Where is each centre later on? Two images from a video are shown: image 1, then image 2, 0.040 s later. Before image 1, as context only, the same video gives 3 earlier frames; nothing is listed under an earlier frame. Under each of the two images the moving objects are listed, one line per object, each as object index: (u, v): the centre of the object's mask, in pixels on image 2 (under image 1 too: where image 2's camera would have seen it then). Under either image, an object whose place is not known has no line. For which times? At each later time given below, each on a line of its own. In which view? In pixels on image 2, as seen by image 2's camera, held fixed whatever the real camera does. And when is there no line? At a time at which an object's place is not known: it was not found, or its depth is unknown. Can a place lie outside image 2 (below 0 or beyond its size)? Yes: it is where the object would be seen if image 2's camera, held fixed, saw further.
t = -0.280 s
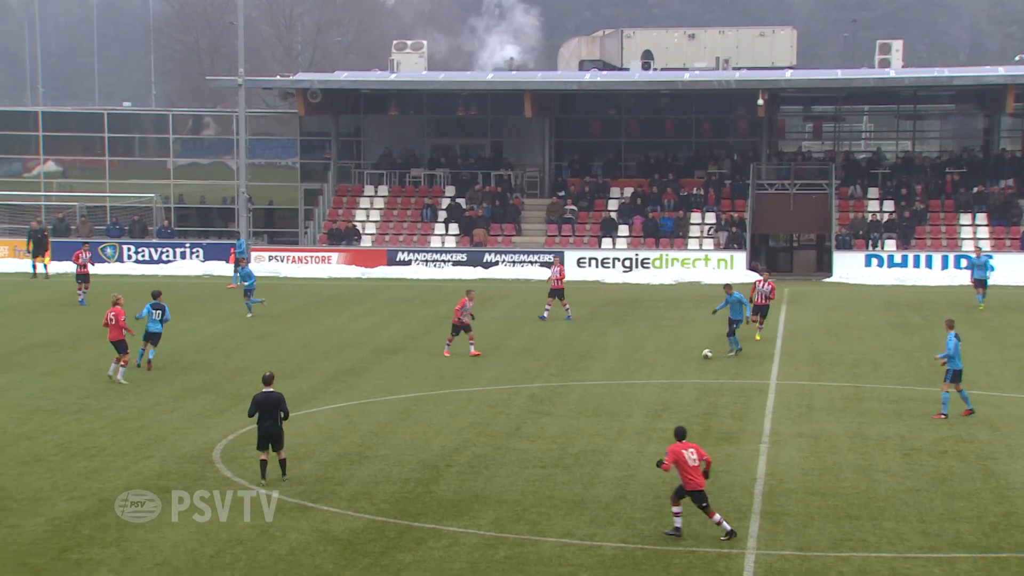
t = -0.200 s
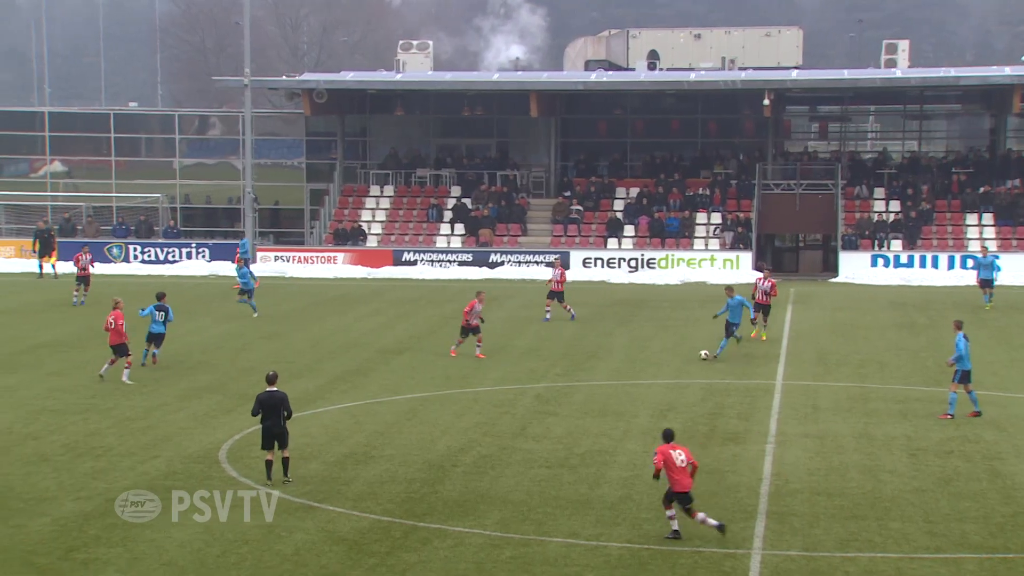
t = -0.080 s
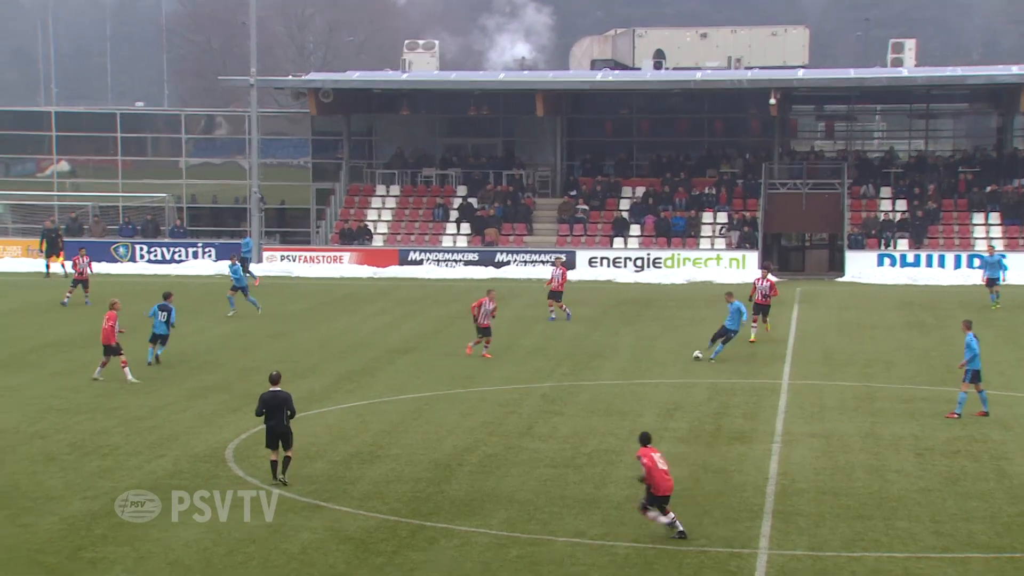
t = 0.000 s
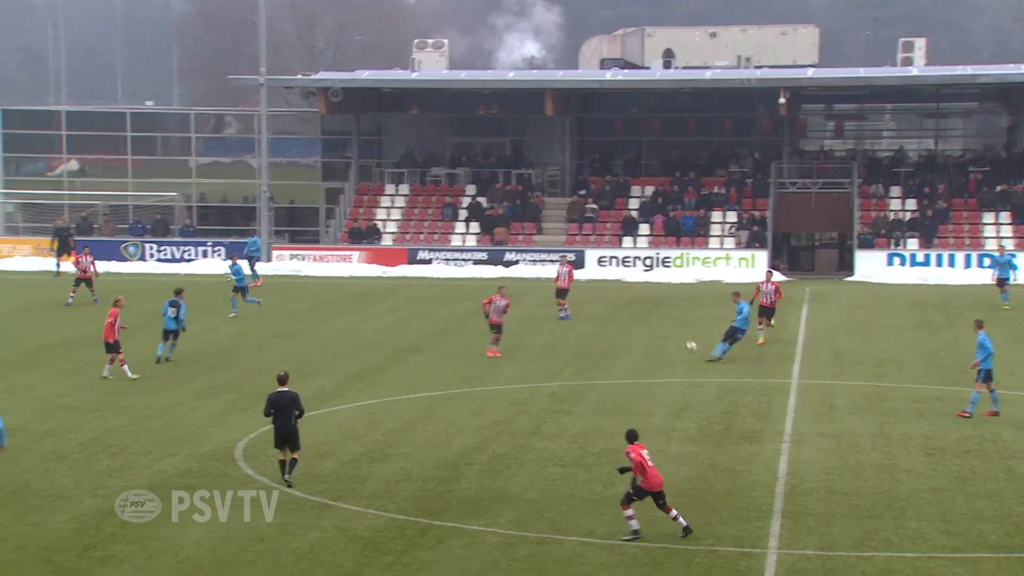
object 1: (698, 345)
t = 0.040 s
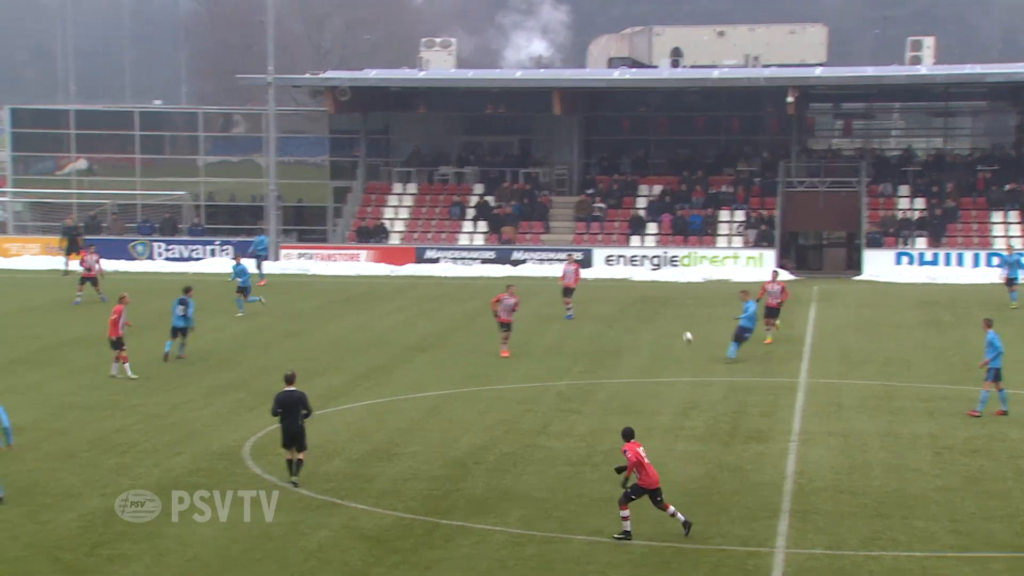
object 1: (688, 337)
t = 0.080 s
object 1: (677, 329)
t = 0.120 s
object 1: (668, 322)
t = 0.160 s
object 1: (659, 313)
